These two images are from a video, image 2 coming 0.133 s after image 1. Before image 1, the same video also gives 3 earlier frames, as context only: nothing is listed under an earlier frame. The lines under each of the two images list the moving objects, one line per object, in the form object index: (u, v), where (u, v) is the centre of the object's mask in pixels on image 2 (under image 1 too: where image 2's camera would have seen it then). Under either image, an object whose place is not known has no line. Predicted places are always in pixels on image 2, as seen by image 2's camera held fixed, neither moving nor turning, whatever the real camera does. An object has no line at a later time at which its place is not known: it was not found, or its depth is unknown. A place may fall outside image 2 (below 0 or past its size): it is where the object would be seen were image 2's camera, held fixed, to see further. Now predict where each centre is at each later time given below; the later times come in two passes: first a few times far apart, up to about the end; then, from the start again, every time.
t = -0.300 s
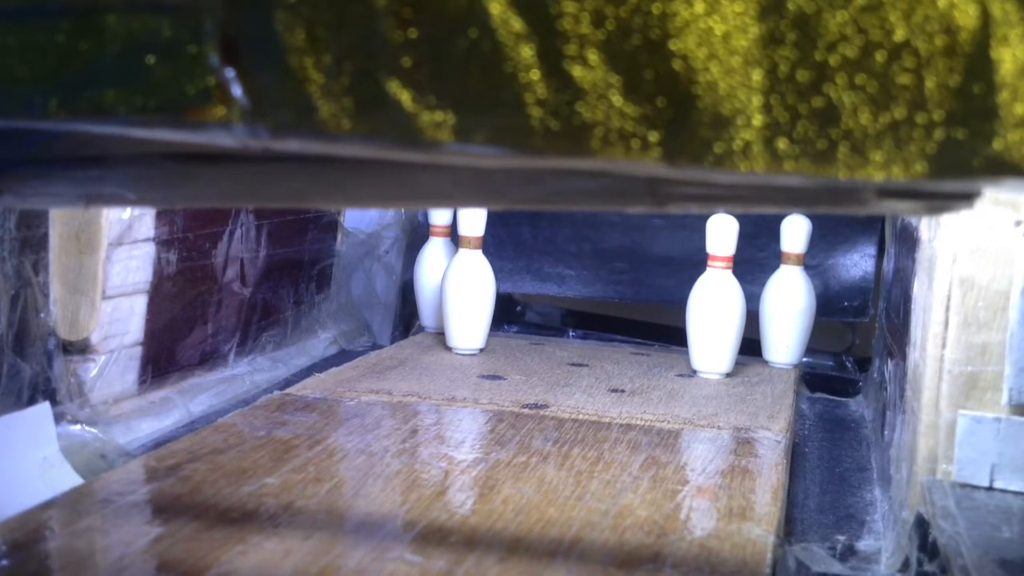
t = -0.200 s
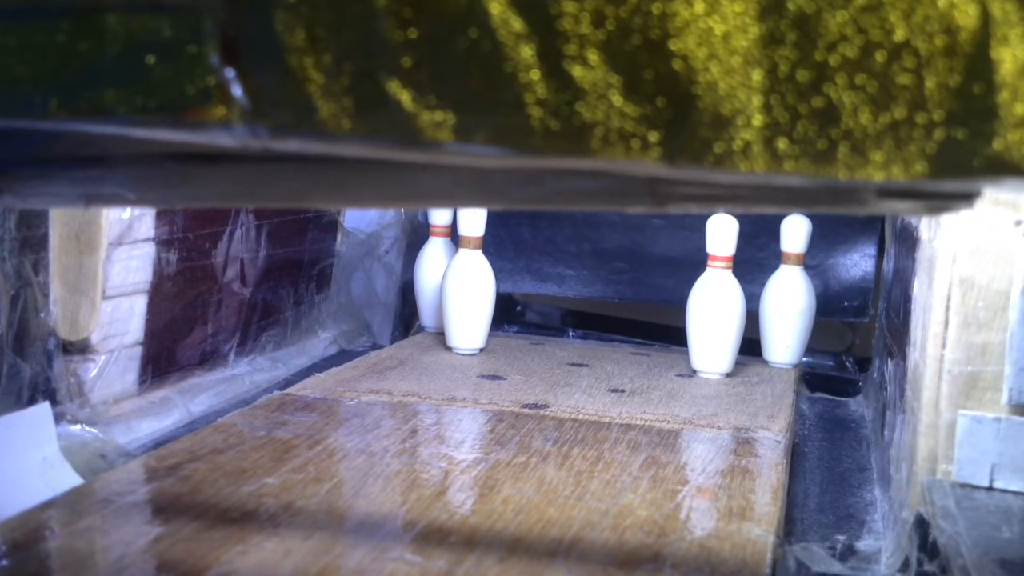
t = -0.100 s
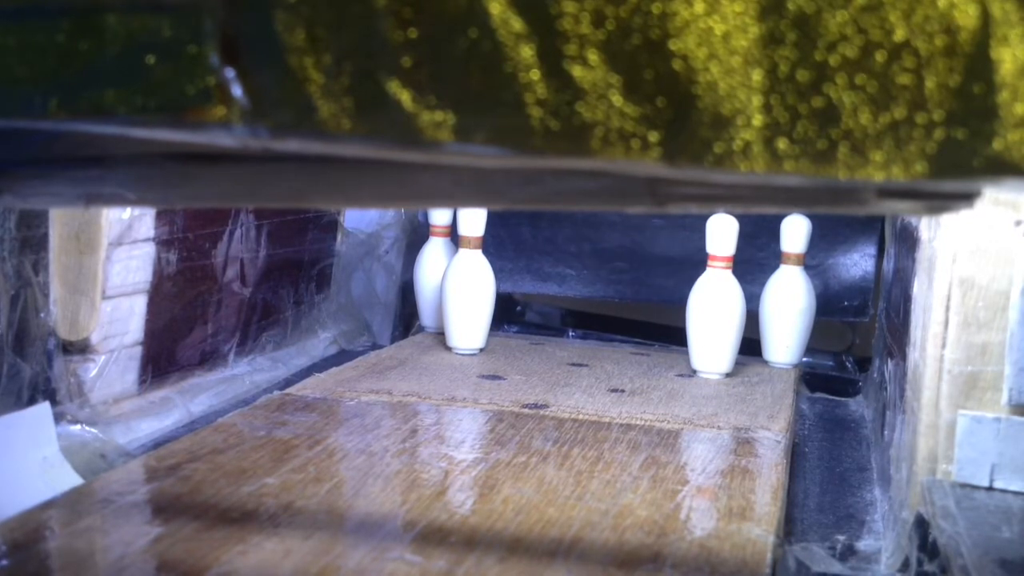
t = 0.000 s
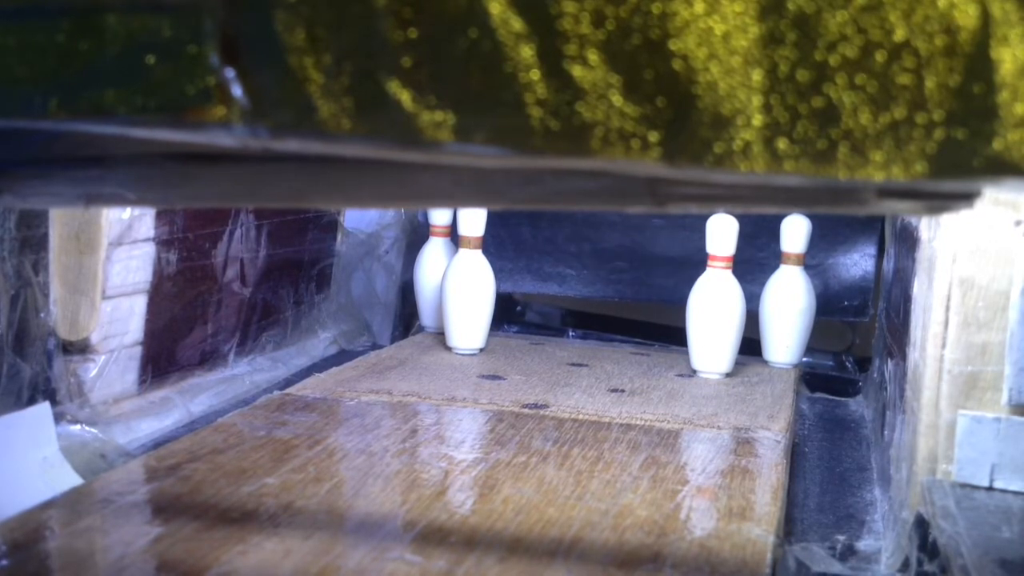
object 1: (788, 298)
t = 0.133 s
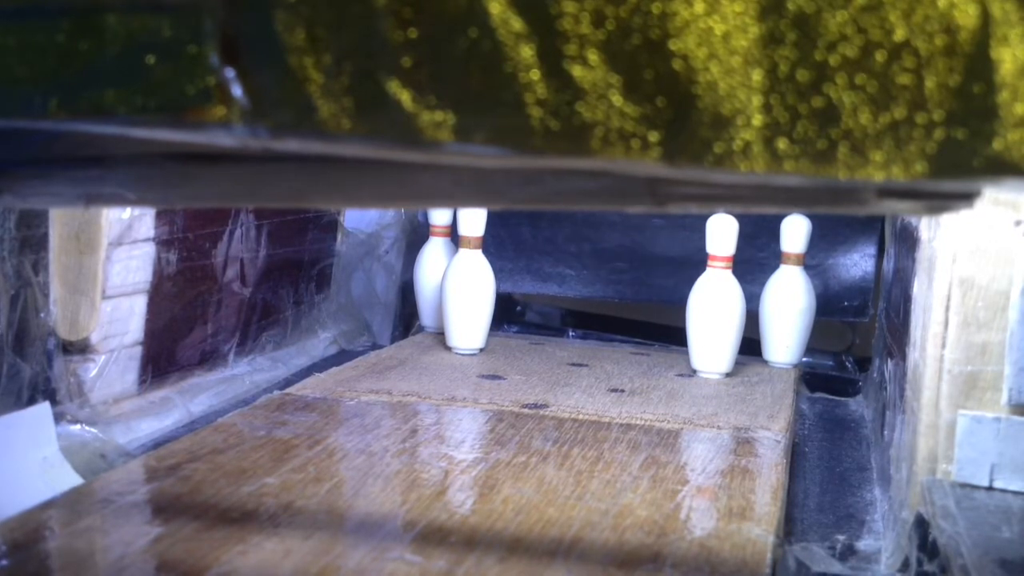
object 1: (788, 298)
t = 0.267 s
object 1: (788, 298)
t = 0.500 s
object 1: (788, 298)
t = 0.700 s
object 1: (815, 333)
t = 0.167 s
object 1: (788, 298)
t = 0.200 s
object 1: (788, 298)
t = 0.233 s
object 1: (788, 298)
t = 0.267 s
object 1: (788, 298)
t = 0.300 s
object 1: (788, 298)
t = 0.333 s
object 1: (788, 298)
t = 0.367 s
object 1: (788, 298)
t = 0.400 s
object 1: (788, 298)
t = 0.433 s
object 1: (788, 298)
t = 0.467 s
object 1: (788, 298)
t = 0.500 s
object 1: (788, 298)
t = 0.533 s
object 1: (788, 298)
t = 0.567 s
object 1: (788, 298)
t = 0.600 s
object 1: (806, 293)
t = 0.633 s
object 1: (839, 314)
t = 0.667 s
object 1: (832, 330)
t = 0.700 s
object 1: (815, 333)
